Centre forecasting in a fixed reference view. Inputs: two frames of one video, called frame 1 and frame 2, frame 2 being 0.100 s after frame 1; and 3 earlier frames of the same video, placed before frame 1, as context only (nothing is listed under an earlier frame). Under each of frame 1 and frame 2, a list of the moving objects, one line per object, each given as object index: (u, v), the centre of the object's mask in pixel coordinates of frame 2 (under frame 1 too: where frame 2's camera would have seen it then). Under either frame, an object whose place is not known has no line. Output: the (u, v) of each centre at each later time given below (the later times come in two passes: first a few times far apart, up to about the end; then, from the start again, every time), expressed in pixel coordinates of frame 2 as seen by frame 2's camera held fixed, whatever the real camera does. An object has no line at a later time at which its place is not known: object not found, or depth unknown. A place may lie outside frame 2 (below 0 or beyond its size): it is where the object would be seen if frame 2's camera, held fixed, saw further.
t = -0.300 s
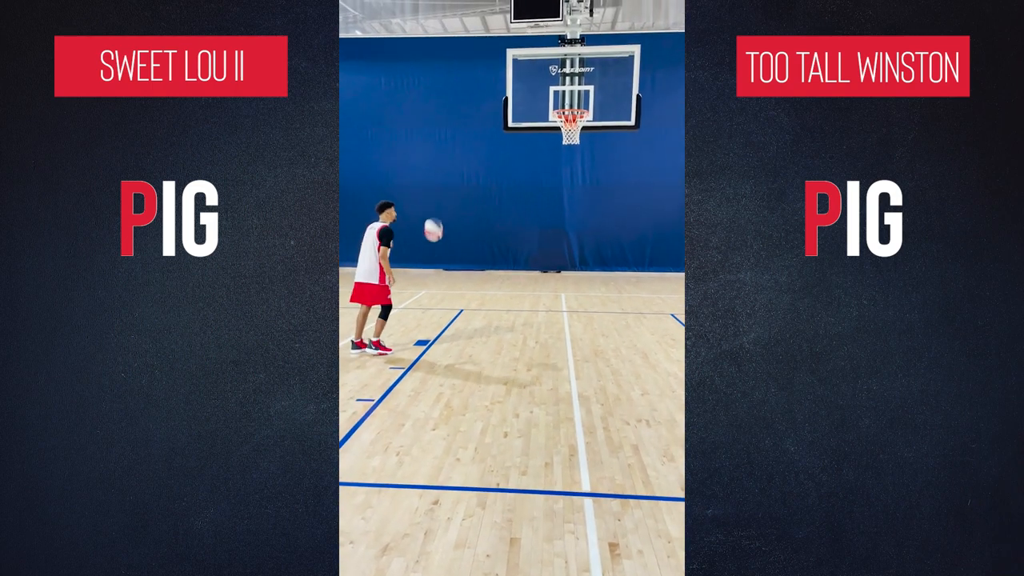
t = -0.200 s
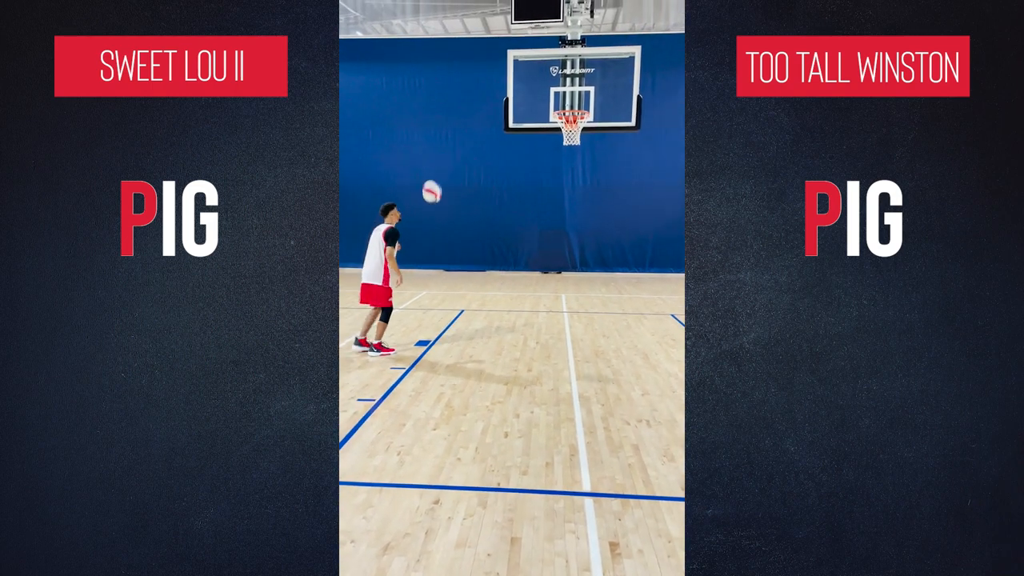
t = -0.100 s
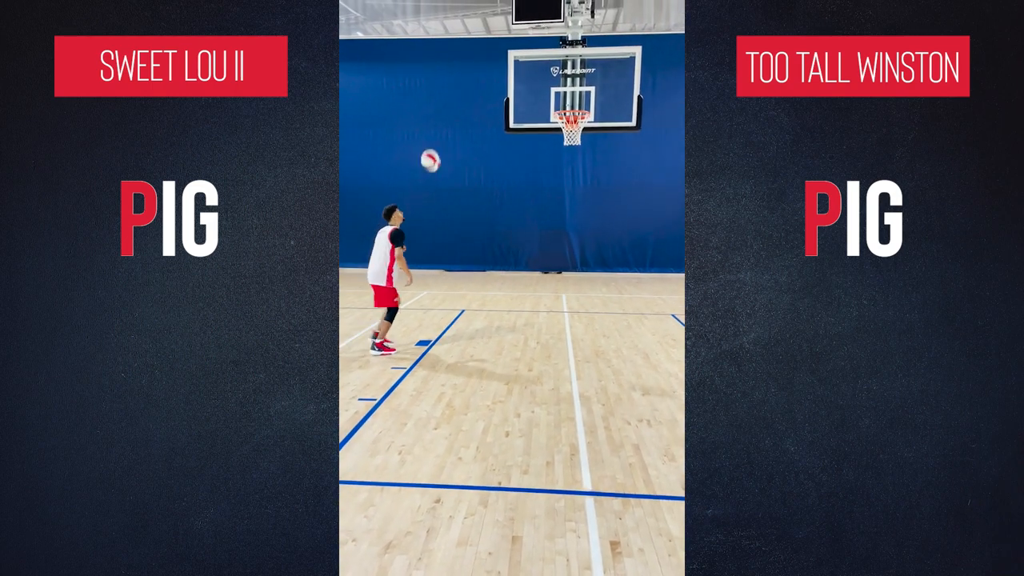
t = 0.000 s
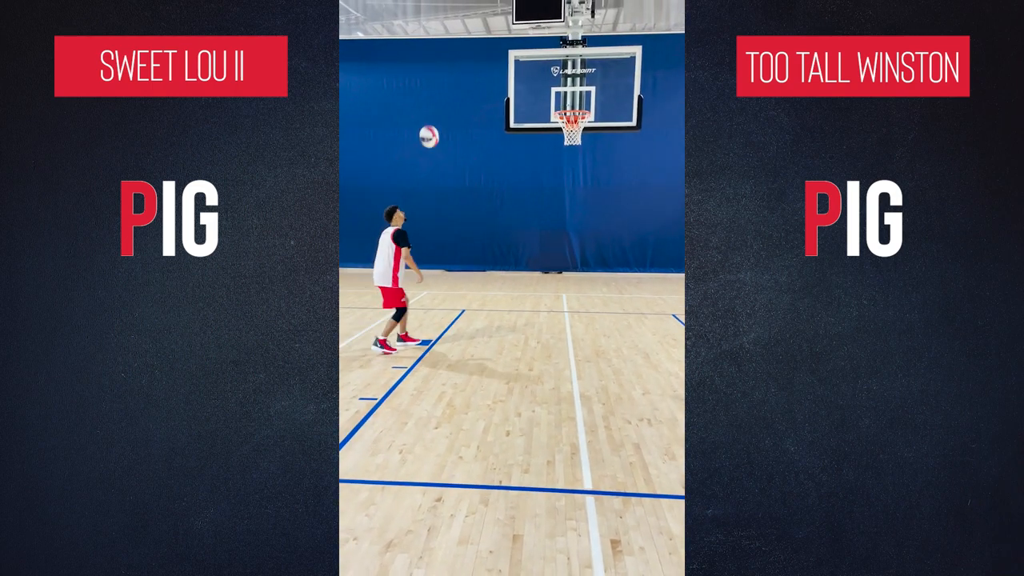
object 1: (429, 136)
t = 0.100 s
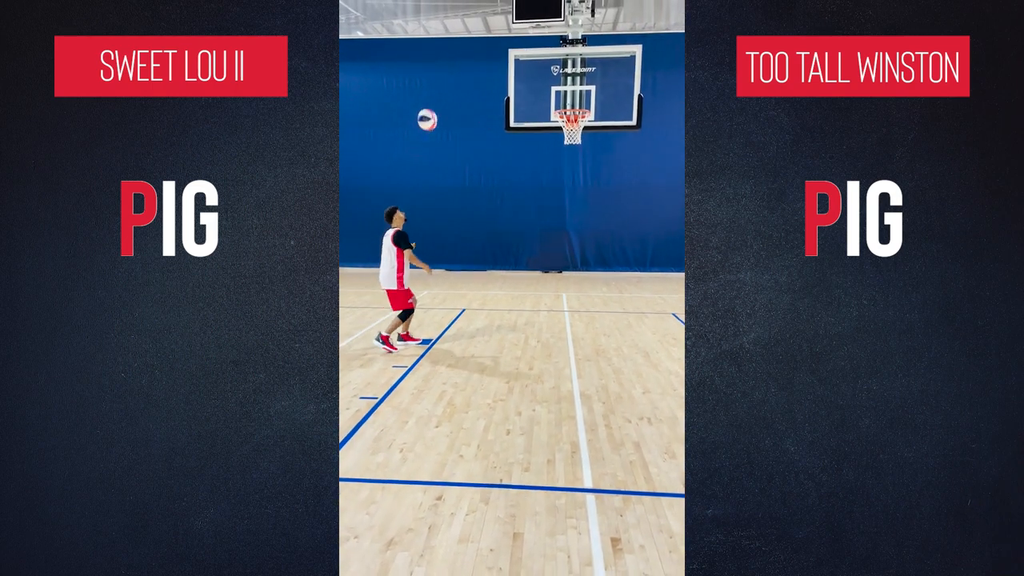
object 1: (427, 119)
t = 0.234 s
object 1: (424, 110)
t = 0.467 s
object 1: (418, 127)
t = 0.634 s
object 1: (414, 165)
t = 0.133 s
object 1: (426, 116)
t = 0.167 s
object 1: (425, 113)
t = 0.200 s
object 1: (425, 111)
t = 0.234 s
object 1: (424, 110)
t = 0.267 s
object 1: (423, 109)
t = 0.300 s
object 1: (422, 110)
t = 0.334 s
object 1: (421, 111)
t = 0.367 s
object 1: (420, 114)
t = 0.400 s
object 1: (420, 117)
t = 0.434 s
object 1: (419, 121)
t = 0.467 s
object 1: (418, 127)
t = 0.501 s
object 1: (417, 132)
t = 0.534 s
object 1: (417, 139)
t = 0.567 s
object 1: (416, 147)
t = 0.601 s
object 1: (415, 156)
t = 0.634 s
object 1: (414, 165)
